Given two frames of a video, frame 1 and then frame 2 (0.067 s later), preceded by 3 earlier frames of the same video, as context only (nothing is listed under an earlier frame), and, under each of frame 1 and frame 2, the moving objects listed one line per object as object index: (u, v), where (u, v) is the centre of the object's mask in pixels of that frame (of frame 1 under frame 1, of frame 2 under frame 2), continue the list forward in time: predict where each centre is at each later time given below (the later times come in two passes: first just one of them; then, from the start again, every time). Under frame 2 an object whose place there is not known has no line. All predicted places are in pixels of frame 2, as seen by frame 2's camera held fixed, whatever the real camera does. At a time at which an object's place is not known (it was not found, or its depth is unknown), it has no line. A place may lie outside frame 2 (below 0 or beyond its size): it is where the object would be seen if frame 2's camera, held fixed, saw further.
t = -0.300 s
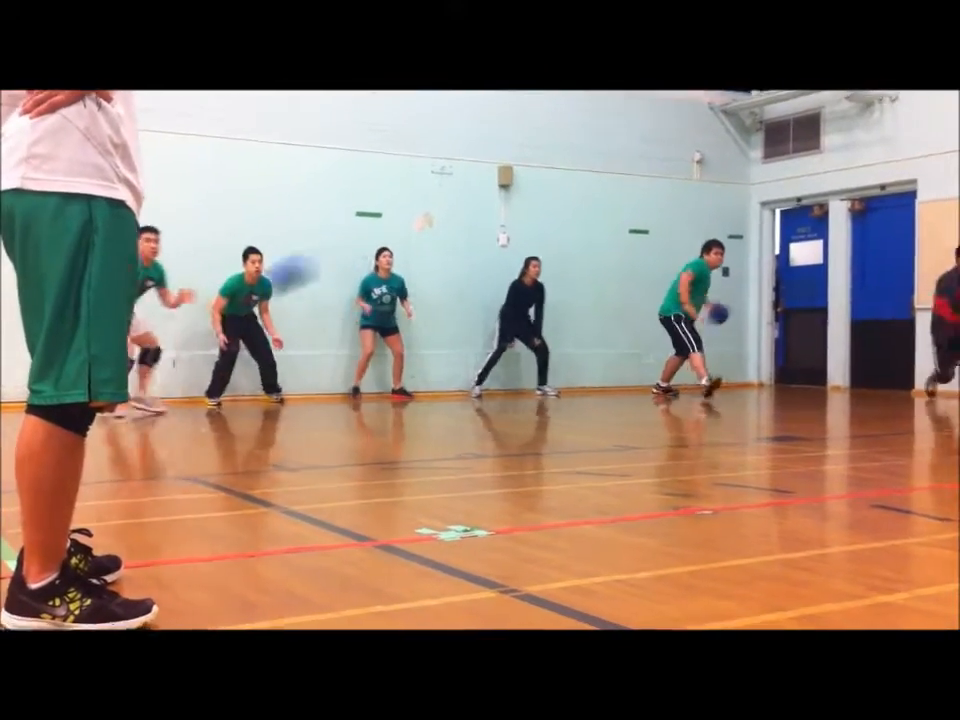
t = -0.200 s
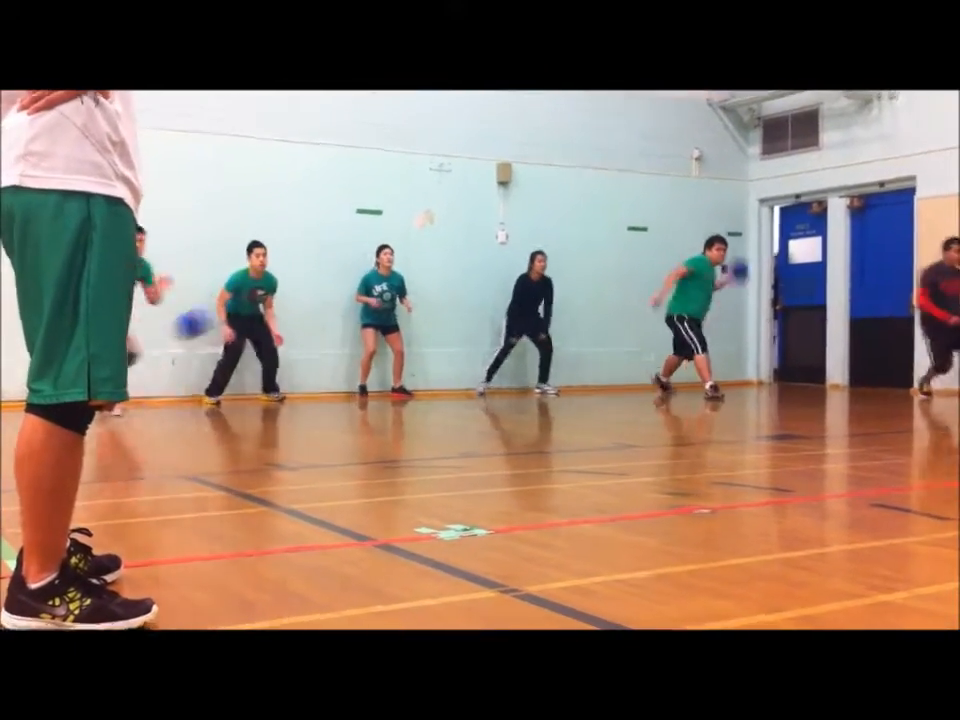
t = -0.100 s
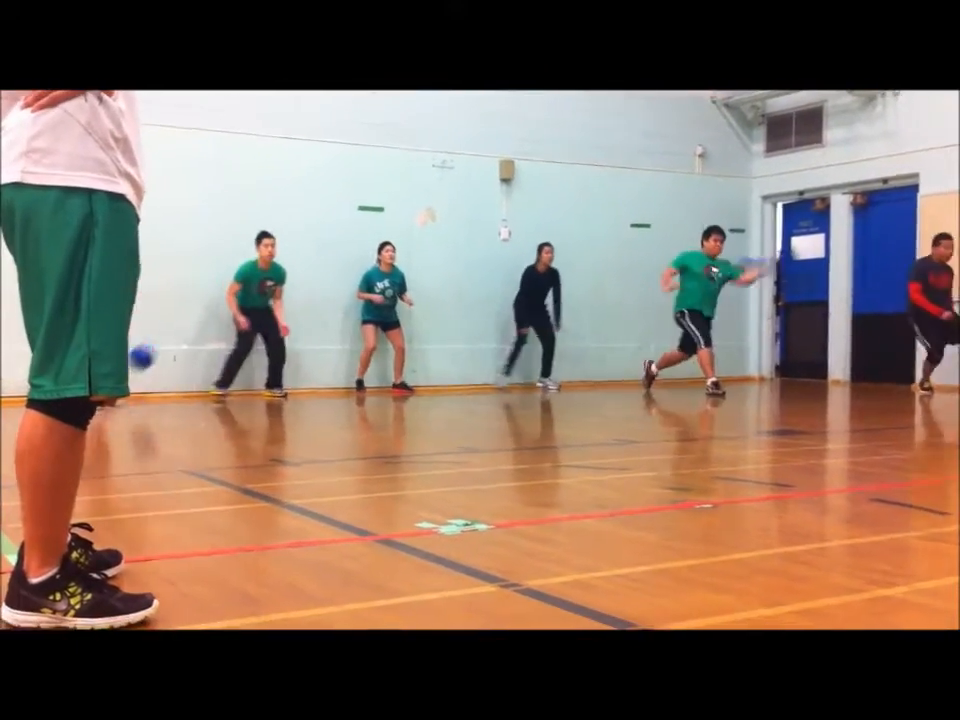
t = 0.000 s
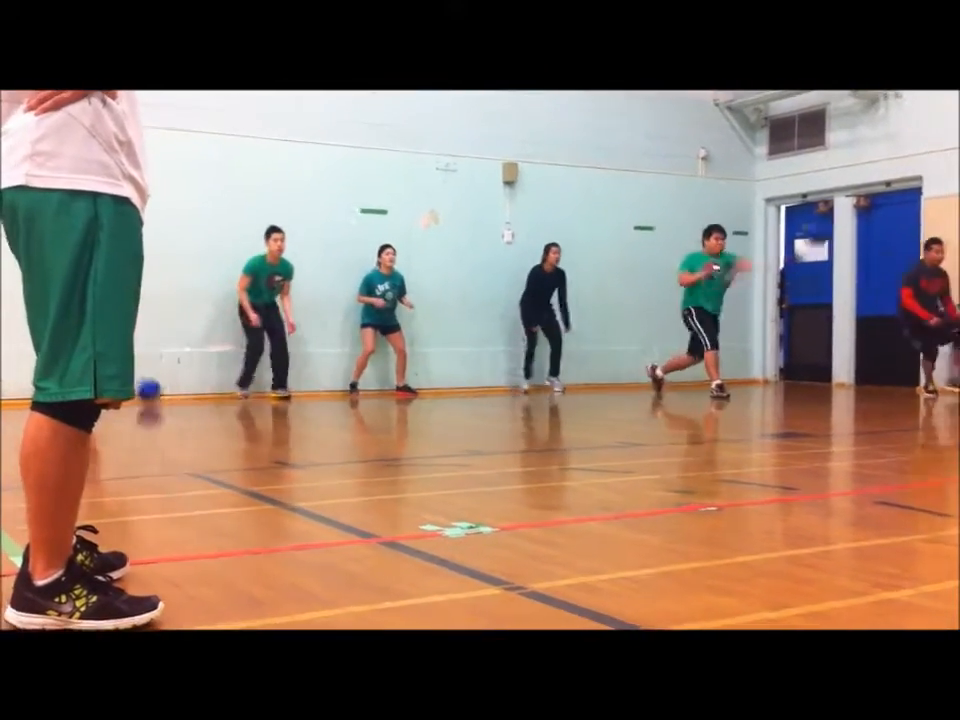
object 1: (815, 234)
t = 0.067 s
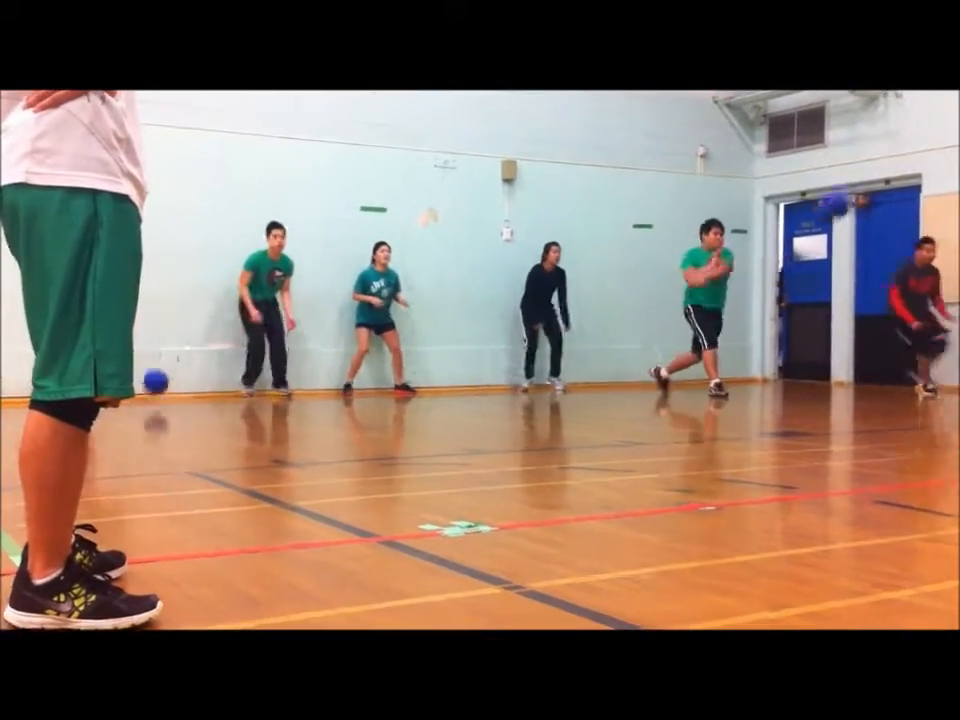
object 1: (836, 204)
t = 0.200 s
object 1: (920, 149)
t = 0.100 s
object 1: (850, 189)
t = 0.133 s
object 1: (868, 176)
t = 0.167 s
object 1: (891, 163)
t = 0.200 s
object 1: (920, 149)
